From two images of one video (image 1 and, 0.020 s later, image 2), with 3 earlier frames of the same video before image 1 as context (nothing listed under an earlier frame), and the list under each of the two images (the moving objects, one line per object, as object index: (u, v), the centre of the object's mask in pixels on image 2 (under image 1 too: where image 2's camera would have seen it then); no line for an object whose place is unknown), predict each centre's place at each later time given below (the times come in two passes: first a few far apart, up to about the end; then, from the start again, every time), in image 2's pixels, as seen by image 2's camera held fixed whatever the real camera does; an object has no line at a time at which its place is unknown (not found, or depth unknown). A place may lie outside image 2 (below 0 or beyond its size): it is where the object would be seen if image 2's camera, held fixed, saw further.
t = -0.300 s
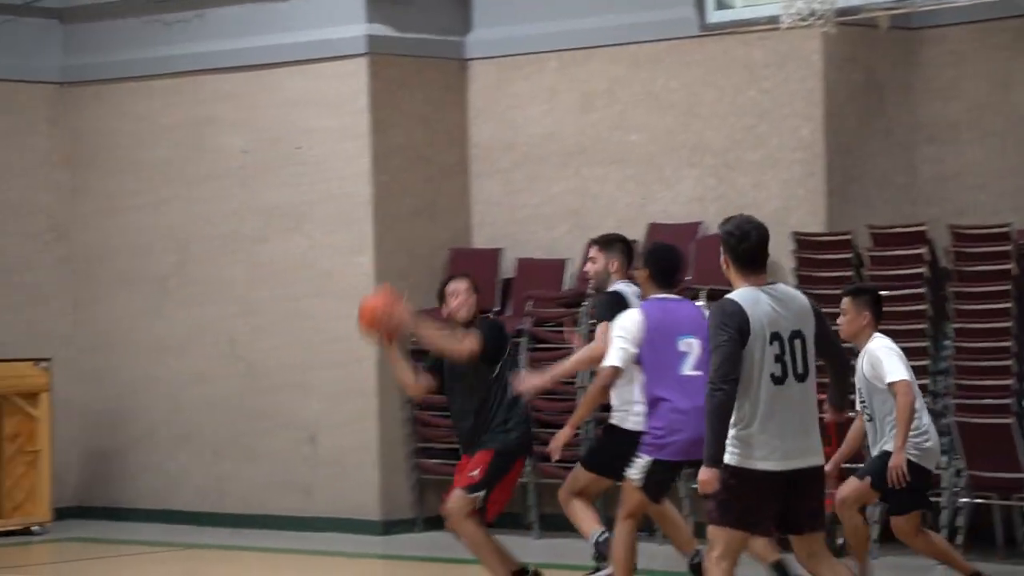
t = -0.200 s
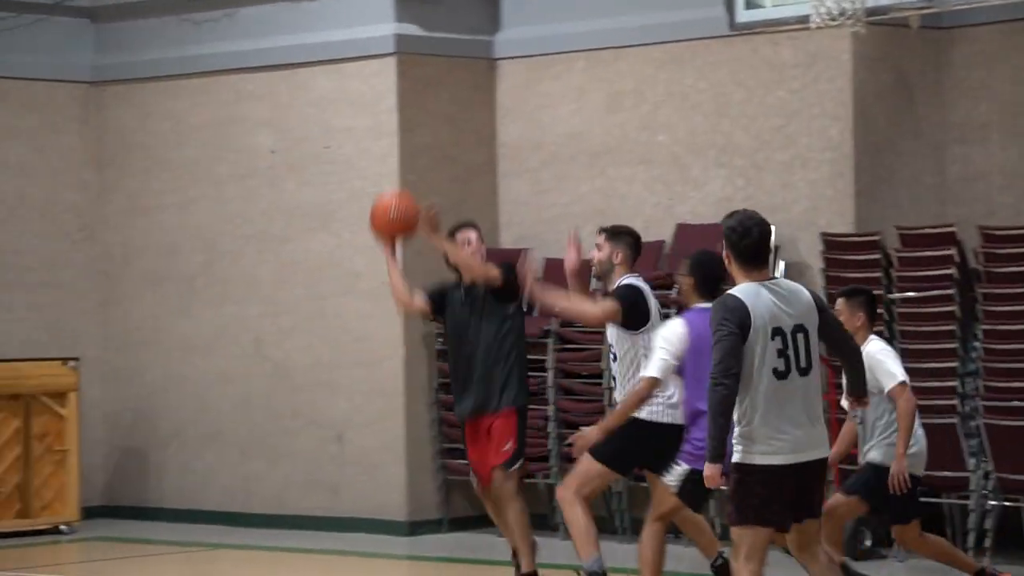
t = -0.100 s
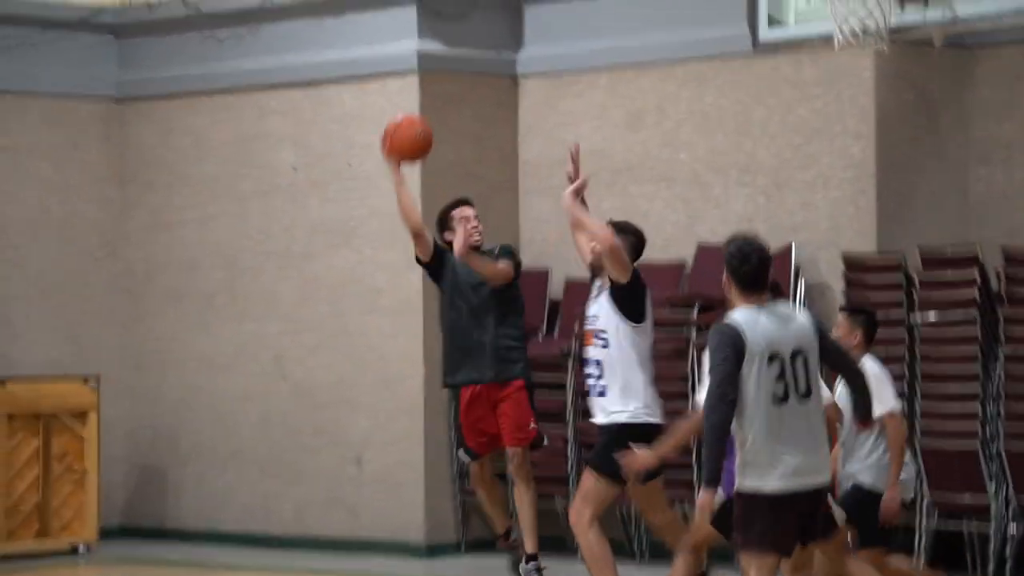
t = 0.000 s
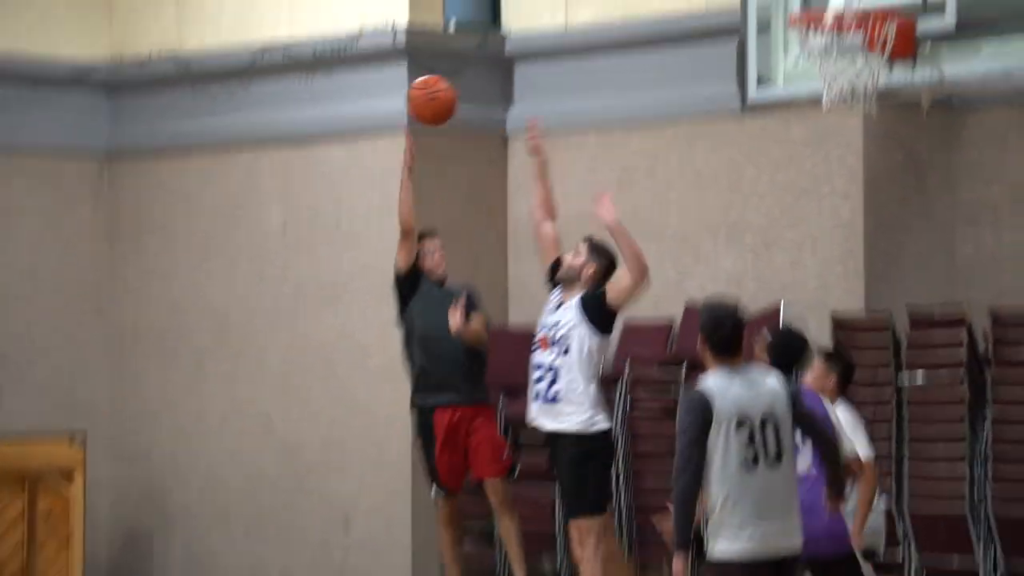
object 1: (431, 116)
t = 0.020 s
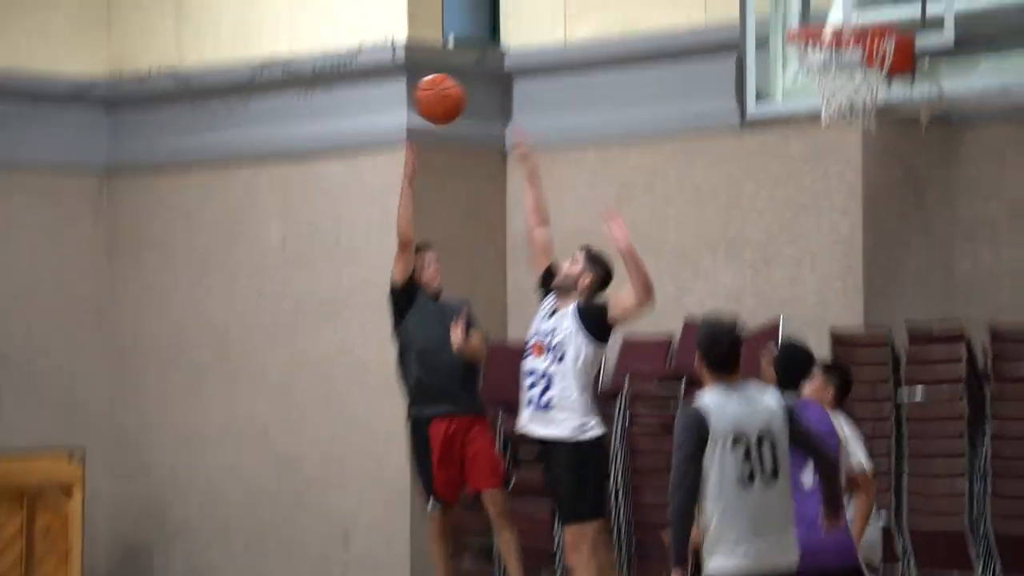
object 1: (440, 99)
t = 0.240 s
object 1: (545, -35)
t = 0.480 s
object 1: (663, -67)
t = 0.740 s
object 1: (769, 7)
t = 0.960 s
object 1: (696, -18)
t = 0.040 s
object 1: (450, 82)
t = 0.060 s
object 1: (459, 67)
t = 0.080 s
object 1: (468, 52)
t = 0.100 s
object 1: (479, 39)
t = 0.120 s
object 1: (487, 26)
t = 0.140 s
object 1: (497, 14)
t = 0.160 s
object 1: (507, 2)
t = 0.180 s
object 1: (517, -8)
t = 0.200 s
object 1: (526, -18)
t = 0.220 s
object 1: (536, -27)
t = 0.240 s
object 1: (545, -35)
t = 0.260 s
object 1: (555, -42)
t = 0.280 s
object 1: (565, -49)
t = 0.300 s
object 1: (574, -54)
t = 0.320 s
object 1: (584, -59)
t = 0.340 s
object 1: (593, -63)
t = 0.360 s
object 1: (603, -66)
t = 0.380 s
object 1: (613, -68)
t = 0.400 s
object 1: (623, -69)
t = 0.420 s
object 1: (633, -70)
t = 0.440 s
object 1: (643, -69)
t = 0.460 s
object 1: (653, -68)
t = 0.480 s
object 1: (663, -67)
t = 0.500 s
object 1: (673, -64)
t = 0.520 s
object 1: (683, -60)
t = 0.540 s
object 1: (693, -56)
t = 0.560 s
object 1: (704, -50)
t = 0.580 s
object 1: (714, -44)
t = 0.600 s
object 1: (725, -36)
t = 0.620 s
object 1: (736, -28)
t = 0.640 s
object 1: (746, -18)
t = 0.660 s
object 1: (757, -9)
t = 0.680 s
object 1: (767, 3)
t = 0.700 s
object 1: (777, 14)
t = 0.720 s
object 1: (775, 14)
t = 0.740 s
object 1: (769, 7)
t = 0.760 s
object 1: (762, 0)
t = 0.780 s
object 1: (756, -6)
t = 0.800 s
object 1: (749, -11)
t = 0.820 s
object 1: (743, -14)
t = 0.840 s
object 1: (736, -18)
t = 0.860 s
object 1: (730, -20)
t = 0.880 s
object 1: (724, -21)
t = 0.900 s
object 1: (715, -22)
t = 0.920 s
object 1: (709, -21)
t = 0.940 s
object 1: (703, -20)
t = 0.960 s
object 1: (696, -18)
